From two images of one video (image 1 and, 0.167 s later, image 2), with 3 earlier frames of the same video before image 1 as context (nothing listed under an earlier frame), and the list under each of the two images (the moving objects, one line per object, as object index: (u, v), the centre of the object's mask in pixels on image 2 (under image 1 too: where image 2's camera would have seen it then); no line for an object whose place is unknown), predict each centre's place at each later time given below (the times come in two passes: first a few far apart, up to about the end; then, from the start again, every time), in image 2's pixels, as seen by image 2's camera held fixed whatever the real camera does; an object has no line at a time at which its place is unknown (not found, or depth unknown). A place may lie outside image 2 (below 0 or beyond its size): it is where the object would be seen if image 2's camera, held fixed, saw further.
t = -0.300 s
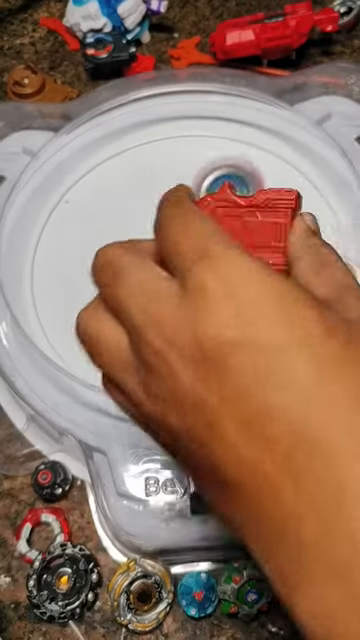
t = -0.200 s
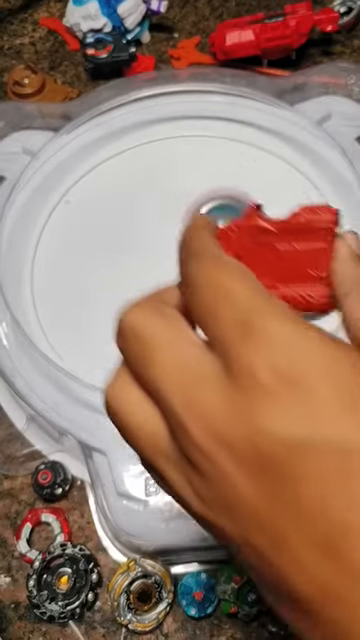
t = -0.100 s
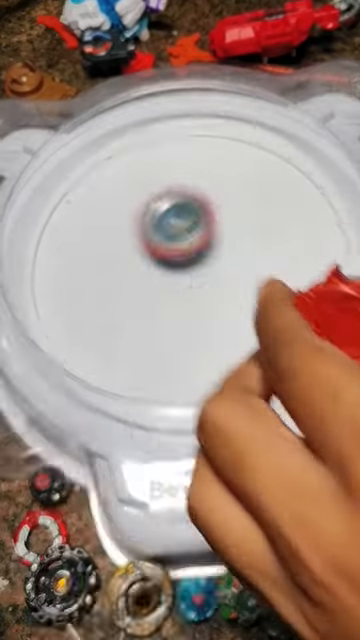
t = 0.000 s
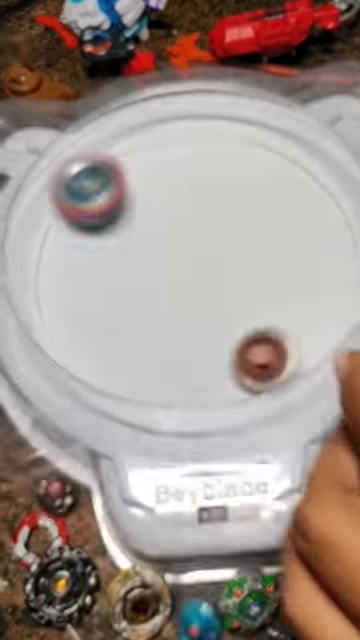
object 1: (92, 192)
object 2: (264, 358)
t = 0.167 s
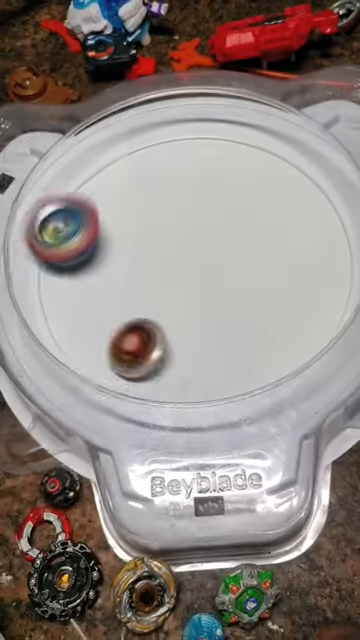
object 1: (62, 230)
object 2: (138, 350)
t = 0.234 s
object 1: (73, 264)
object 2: (107, 333)
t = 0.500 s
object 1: (154, 287)
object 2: (240, 381)
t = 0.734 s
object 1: (218, 289)
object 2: (305, 310)
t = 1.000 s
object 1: (161, 230)
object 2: (191, 356)
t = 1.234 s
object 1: (128, 258)
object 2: (109, 359)
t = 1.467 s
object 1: (169, 248)
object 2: (104, 349)
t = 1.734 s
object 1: (173, 201)
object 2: (133, 342)
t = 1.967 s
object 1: (151, 198)
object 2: (111, 291)
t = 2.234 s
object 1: (177, 225)
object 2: (42, 280)
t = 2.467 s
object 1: (208, 239)
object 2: (93, 318)
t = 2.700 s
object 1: (232, 239)
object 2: (155, 232)
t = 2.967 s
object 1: (247, 259)
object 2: (100, 190)
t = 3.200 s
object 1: (241, 273)
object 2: (127, 266)
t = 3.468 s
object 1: (234, 309)
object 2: (194, 155)
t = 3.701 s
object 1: (234, 327)
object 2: (124, 207)
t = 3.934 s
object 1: (215, 323)
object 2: (207, 264)
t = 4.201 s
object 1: (176, 300)
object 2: (275, 153)
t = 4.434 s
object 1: (146, 275)
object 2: (124, 207)
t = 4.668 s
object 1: (147, 360)
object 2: (159, 167)
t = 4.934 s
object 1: (195, 344)
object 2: (224, 277)
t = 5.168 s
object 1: (162, 310)
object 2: (349, 257)
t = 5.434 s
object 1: (143, 286)
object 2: (341, 203)
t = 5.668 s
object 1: (142, 259)
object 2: (211, 256)
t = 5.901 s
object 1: (87, 226)
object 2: (288, 367)
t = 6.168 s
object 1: (97, 218)
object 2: (240, 296)
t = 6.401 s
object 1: (138, 217)
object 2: (170, 349)
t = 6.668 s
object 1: (198, 221)
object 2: (233, 346)
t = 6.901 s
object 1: (262, 196)
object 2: (132, 291)
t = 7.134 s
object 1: (282, 191)
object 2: (58, 327)
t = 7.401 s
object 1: (280, 224)
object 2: (171, 289)
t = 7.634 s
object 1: (259, 262)
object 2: (135, 176)
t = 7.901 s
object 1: (213, 301)
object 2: (105, 242)
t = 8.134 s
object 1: (168, 314)
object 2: (229, 228)
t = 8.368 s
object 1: (132, 303)
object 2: (216, 143)
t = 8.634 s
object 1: (117, 269)
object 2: (179, 255)
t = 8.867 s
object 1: (108, 247)
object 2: (313, 288)
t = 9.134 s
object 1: (140, 222)
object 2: (274, 223)
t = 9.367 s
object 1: (170, 200)
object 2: (204, 322)
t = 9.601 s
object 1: (200, 196)
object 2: (251, 381)
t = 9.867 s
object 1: (230, 220)
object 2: (220, 296)
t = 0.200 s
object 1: (67, 246)
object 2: (121, 342)
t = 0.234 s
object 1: (73, 264)
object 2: (107, 333)
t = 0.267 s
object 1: (79, 272)
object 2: (100, 338)
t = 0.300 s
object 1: (87, 271)
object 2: (103, 363)
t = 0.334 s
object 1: (95, 272)
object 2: (115, 374)
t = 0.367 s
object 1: (107, 274)
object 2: (137, 377)
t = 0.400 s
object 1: (118, 278)
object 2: (164, 382)
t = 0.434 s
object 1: (130, 281)
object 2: (191, 383)
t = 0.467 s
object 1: (142, 284)
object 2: (214, 378)
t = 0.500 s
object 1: (154, 287)
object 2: (240, 381)
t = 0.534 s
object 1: (166, 291)
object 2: (260, 366)
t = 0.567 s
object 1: (178, 295)
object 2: (278, 360)
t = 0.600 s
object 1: (187, 296)
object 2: (292, 348)
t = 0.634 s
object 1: (195, 297)
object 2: (303, 337)
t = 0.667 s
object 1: (202, 296)
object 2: (309, 327)
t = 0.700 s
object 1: (211, 293)
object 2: (310, 319)
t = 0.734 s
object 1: (218, 289)
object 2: (305, 310)
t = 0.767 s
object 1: (223, 283)
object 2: (294, 305)
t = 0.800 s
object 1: (221, 272)
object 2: (284, 304)
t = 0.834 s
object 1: (212, 260)
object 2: (277, 314)
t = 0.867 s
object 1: (203, 249)
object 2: (265, 322)
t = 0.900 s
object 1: (192, 241)
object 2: (249, 330)
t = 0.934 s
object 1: (182, 236)
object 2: (231, 339)
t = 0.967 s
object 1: (171, 232)
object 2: (211, 348)
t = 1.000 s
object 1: (161, 230)
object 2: (191, 356)
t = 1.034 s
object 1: (151, 231)
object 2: (170, 365)
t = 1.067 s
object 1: (144, 234)
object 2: (151, 371)
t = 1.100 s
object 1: (138, 238)
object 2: (133, 375)
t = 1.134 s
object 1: (131, 243)
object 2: (121, 376)
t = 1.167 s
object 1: (129, 247)
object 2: (114, 372)
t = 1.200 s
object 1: (128, 252)
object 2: (110, 367)
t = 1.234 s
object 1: (128, 258)
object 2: (109, 359)
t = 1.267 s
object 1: (127, 263)
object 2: (111, 349)
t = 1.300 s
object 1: (128, 266)
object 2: (114, 339)
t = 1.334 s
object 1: (132, 268)
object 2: (117, 330)
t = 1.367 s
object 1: (142, 262)
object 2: (110, 330)
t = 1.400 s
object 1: (151, 257)
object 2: (107, 337)
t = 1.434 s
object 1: (160, 253)
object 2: (106, 350)
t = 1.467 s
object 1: (169, 248)
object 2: (104, 349)
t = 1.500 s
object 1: (176, 242)
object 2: (105, 354)
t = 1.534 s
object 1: (181, 237)
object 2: (108, 359)
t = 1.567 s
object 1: (183, 231)
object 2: (110, 357)
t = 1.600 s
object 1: (183, 225)
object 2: (114, 357)
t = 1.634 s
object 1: (181, 219)
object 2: (120, 355)
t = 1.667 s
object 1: (178, 212)
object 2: (125, 351)
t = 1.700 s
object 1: (176, 206)
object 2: (130, 347)
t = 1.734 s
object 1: (173, 201)
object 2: (133, 342)
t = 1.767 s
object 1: (170, 199)
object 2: (135, 335)
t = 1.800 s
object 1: (167, 196)
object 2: (136, 328)
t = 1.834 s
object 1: (164, 194)
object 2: (134, 321)
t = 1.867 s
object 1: (160, 194)
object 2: (131, 313)
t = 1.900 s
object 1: (157, 195)
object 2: (126, 305)
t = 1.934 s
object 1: (153, 196)
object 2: (119, 297)
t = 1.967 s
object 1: (151, 198)
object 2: (111, 291)
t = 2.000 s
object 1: (151, 200)
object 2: (102, 285)
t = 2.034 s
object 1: (152, 204)
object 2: (93, 280)
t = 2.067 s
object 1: (155, 207)
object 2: (84, 276)
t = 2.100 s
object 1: (158, 211)
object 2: (74, 274)
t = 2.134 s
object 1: (162, 214)
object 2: (65, 273)
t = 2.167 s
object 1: (167, 219)
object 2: (57, 273)
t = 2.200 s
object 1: (171, 221)
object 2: (49, 277)
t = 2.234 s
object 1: (177, 225)
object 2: (42, 280)
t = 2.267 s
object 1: (182, 227)
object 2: (45, 286)
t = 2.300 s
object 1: (187, 230)
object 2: (53, 291)
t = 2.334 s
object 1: (192, 233)
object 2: (60, 297)
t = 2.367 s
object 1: (196, 235)
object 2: (67, 303)
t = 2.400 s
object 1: (201, 237)
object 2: (74, 309)
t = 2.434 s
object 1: (205, 238)
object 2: (82, 315)
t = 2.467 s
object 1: (208, 239)
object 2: (93, 318)
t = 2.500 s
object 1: (211, 239)
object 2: (107, 315)
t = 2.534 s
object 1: (214, 238)
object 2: (122, 307)
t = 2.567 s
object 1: (218, 236)
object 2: (134, 296)
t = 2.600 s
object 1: (223, 236)
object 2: (144, 282)
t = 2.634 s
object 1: (226, 236)
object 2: (150, 266)
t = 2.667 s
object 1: (230, 237)
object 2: (154, 249)
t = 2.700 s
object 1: (232, 239)
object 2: (155, 232)
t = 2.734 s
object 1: (234, 241)
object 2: (153, 216)
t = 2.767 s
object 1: (235, 244)
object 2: (148, 201)
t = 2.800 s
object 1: (238, 247)
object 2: (140, 187)
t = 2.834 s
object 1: (240, 249)
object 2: (129, 177)
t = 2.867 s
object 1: (242, 253)
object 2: (118, 168)
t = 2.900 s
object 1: (244, 255)
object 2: (104, 164)
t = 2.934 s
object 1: (246, 257)
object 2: (101, 177)
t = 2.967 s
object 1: (247, 259)
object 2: (100, 190)
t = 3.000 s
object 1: (247, 261)
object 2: (99, 206)
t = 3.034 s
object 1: (246, 263)
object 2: (98, 220)
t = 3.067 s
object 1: (246, 264)
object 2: (97, 233)
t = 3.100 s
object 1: (245, 266)
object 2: (97, 245)
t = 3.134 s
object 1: (244, 268)
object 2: (103, 255)
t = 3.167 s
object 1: (242, 271)
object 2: (113, 262)
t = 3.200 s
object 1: (241, 273)
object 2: (127, 266)
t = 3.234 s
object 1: (240, 274)
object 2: (144, 266)
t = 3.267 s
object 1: (238, 275)
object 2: (161, 264)
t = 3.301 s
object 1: (236, 277)
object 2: (177, 257)
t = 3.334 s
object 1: (235, 280)
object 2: (191, 248)
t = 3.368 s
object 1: (232, 287)
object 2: (200, 226)
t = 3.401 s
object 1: (232, 297)
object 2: (202, 199)
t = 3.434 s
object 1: (232, 304)
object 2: (200, 176)
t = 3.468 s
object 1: (234, 309)
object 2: (194, 155)
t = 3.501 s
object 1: (235, 313)
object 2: (186, 137)
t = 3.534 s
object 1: (236, 316)
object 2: (175, 142)
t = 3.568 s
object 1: (235, 319)
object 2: (164, 154)
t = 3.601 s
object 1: (236, 322)
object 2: (153, 169)
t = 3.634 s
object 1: (235, 325)
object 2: (143, 183)
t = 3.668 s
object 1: (235, 327)
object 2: (132, 195)
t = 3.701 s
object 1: (234, 327)
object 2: (124, 207)
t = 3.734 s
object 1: (233, 328)
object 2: (121, 219)
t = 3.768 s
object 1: (230, 327)
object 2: (124, 232)
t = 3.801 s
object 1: (228, 327)
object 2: (133, 243)
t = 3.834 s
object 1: (225, 326)
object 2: (147, 254)
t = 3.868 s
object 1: (222, 326)
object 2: (164, 261)
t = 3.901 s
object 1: (219, 325)
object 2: (185, 265)
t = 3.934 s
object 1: (215, 323)
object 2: (207, 264)
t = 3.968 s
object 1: (211, 321)
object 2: (228, 259)
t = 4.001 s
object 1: (206, 318)
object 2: (248, 251)
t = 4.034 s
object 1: (202, 316)
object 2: (265, 239)
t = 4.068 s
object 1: (197, 313)
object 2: (278, 223)
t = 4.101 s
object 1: (192, 310)
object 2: (286, 206)
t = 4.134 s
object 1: (186, 307)
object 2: (290, 187)
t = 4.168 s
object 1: (182, 304)
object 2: (288, 168)
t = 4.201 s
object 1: (176, 300)
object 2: (275, 153)
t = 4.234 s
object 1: (172, 297)
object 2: (252, 154)
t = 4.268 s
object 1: (167, 293)
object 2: (228, 154)
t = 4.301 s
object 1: (163, 289)
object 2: (204, 154)
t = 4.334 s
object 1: (158, 286)
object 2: (179, 159)
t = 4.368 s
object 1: (154, 282)
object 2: (156, 169)
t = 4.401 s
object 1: (151, 279)
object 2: (138, 187)
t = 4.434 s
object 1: (146, 275)
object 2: (124, 207)
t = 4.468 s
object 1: (144, 275)
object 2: (117, 228)
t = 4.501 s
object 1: (137, 287)
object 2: (120, 219)
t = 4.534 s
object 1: (136, 312)
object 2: (126, 200)
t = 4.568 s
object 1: (135, 330)
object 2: (133, 185)
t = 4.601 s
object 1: (137, 343)
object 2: (141, 177)
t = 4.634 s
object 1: (141, 354)
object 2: (149, 168)
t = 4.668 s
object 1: (147, 360)
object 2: (159, 167)
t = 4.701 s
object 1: (153, 362)
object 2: (168, 169)
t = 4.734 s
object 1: (160, 362)
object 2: (178, 177)
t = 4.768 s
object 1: (167, 362)
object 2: (185, 188)
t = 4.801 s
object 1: (174, 362)
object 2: (193, 203)
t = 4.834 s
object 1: (179, 359)
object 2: (198, 222)
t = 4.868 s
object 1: (185, 354)
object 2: (203, 241)
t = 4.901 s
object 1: (190, 349)
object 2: (212, 260)
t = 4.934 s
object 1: (195, 344)
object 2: (224, 277)
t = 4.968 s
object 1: (199, 338)
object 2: (239, 292)
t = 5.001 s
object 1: (203, 330)
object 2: (258, 303)
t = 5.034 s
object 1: (192, 326)
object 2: (292, 301)
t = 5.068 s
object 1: (181, 322)
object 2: (329, 293)
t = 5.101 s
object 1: (174, 317)
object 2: (342, 279)
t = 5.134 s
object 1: (167, 314)
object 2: (345, 270)
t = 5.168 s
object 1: (162, 310)
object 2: (349, 257)
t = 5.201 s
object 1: (159, 307)
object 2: (350, 248)
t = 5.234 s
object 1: (156, 305)
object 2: (352, 237)
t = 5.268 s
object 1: (153, 303)
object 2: (352, 229)
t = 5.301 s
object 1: (150, 300)
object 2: (351, 221)
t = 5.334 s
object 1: (148, 297)
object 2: (350, 214)
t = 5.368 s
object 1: (146, 294)
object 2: (348, 208)
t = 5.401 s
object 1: (145, 291)
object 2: (345, 204)
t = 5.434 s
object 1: (143, 286)
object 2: (341, 203)
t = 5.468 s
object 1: (142, 282)
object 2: (334, 204)
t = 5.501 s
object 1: (141, 278)
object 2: (319, 209)
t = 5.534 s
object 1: (140, 275)
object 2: (299, 211)
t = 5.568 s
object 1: (140, 271)
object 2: (274, 218)
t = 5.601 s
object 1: (140, 267)
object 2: (251, 228)
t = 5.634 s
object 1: (141, 262)
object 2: (230, 241)
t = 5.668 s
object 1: (142, 259)
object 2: (211, 256)
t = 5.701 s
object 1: (134, 252)
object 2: (208, 275)
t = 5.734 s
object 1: (118, 244)
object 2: (224, 296)
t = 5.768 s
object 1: (105, 238)
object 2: (240, 317)
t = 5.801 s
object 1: (98, 234)
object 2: (252, 335)
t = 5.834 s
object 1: (92, 230)
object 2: (262, 349)
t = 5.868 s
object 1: (89, 228)
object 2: (273, 356)
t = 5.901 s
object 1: (87, 226)
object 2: (288, 367)
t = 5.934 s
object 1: (86, 225)
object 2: (289, 356)
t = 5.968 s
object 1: (86, 223)
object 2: (286, 344)
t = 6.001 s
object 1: (86, 222)
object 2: (282, 333)
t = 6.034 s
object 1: (87, 220)
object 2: (277, 320)
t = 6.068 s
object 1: (89, 219)
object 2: (271, 310)
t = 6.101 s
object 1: (91, 219)
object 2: (263, 302)
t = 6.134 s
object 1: (94, 219)
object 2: (252, 297)
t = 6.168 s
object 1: (97, 218)
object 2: (240, 296)
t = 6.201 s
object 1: (101, 218)
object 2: (227, 297)
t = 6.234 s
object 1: (106, 217)
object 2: (213, 302)
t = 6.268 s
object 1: (111, 216)
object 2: (201, 309)
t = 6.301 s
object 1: (117, 217)
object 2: (189, 318)
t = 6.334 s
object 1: (124, 217)
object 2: (179, 328)
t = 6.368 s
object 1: (131, 217)
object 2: (173, 339)
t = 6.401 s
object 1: (138, 217)
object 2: (170, 349)
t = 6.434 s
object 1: (145, 217)
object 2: (170, 358)
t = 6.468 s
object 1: (153, 218)
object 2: (173, 368)
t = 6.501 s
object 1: (160, 218)
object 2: (180, 374)
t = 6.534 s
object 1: (168, 218)
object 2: (192, 376)
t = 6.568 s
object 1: (175, 219)
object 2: (205, 376)
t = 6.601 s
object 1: (183, 219)
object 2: (218, 371)
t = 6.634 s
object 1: (190, 220)
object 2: (228, 362)
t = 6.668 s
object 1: (198, 221)
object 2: (233, 346)
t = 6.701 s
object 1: (206, 222)
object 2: (234, 330)
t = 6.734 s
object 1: (213, 224)
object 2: (230, 313)
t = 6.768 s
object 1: (220, 224)
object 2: (220, 298)
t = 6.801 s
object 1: (230, 221)
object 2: (202, 290)
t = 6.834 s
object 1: (243, 211)
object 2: (178, 292)
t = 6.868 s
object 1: (255, 203)
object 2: (153, 292)
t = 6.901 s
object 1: (262, 196)
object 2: (132, 291)
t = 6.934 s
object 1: (268, 191)
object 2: (112, 290)
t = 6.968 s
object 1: (272, 189)
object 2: (97, 291)
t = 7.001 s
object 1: (275, 188)
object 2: (83, 294)
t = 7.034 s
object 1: (278, 187)
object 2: (70, 300)
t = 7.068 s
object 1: (280, 188)
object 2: (61, 309)
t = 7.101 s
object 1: (281, 190)
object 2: (56, 318)
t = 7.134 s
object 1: (282, 191)
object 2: (58, 327)
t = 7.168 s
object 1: (283, 194)
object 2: (66, 335)
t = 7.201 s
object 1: (283, 197)
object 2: (78, 341)
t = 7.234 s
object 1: (284, 201)
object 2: (94, 344)
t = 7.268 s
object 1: (283, 206)
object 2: (112, 342)
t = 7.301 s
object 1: (283, 210)
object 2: (131, 335)
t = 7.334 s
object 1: (282, 215)
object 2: (148, 323)
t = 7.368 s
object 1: (281, 220)
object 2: (162, 307)
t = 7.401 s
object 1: (280, 224)
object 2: (171, 289)
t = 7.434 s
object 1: (278, 230)
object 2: (177, 270)
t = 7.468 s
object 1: (276, 235)
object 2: (178, 251)
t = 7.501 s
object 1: (273, 240)
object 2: (176, 233)
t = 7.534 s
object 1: (270, 245)
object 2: (170, 215)
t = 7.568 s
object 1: (267, 251)
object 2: (161, 199)
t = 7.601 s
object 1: (263, 256)
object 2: (149, 186)
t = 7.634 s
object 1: (259, 262)
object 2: (135, 176)
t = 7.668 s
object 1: (254, 267)
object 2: (119, 168)
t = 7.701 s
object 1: (249, 273)
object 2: (103, 167)
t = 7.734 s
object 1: (244, 279)
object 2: (96, 180)
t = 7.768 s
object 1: (238, 284)
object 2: (91, 192)
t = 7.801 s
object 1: (232, 289)
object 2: (88, 205)
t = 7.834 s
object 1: (226, 293)
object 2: (88, 218)
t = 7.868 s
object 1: (220, 298)
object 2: (93, 230)
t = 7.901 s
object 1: (213, 301)
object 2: (105, 242)
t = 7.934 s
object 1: (207, 305)
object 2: (120, 251)
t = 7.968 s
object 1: (200, 307)
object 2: (139, 257)
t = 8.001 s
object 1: (194, 310)
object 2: (159, 259)
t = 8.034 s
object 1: (187, 313)
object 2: (179, 256)
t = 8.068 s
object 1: (180, 313)
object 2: (198, 251)
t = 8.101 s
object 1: (174, 314)
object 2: (215, 241)
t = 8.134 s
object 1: (168, 314)
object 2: (229, 228)
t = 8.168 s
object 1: (162, 315)
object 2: (240, 215)
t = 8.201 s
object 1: (155, 314)
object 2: (248, 200)
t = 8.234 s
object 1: (149, 312)
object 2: (250, 184)
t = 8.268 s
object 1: (144, 311)
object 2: (249, 170)
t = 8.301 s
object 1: (140, 308)
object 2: (242, 158)
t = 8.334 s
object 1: (136, 306)
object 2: (230, 147)
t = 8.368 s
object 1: (132, 303)
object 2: (216, 143)
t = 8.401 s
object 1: (129, 299)
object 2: (201, 145)
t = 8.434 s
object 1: (126, 296)
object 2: (186, 154)
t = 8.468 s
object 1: (124, 292)
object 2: (174, 167)
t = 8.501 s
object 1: (122, 287)
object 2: (166, 184)
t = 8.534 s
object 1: (121, 283)
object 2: (163, 202)
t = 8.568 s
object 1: (120, 279)
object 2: (164, 222)
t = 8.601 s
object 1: (119, 274)
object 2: (170, 239)
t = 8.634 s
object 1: (117, 269)
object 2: (179, 255)
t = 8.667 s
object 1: (109, 266)
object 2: (204, 266)
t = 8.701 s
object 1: (105, 263)
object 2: (226, 277)
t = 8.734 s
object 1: (103, 260)
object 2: (245, 287)
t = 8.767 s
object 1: (103, 258)
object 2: (262, 292)
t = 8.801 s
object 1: (104, 254)
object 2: (278, 295)
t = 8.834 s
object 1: (106, 251)
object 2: (295, 293)
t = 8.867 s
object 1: (108, 247)
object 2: (313, 288)
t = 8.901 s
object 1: (111, 244)
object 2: (329, 280)
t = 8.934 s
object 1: (114, 241)
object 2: (337, 269)
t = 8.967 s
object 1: (118, 237)
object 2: (337, 256)
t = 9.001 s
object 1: (121, 234)
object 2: (332, 244)
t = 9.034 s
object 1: (126, 231)
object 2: (323, 234)
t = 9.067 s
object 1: (130, 228)
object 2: (310, 226)
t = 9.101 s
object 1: (135, 225)
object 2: (293, 222)
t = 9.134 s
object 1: (140, 222)
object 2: (274, 223)
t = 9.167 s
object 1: (146, 220)
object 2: (255, 228)
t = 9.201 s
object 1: (152, 218)
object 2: (237, 236)
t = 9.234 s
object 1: (158, 215)
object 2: (220, 247)
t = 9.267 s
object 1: (162, 209)
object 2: (211, 265)
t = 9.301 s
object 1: (163, 203)
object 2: (210, 288)
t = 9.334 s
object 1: (166, 201)
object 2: (206, 307)
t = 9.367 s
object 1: (170, 200)
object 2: (204, 322)
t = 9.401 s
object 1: (174, 198)
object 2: (204, 338)
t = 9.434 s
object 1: (178, 196)
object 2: (206, 352)
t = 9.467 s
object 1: (183, 195)
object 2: (211, 367)
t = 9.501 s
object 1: (187, 194)
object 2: (219, 375)
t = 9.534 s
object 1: (191, 195)
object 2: (231, 385)
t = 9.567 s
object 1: (196, 195)
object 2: (243, 389)
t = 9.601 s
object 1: (200, 196)
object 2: (251, 381)
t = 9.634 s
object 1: (205, 198)
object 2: (258, 373)
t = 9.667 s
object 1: (209, 200)
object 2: (263, 363)
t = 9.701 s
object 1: (213, 203)
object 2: (267, 353)
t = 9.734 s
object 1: (217, 205)
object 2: (265, 340)
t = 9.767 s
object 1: (220, 209)
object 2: (259, 328)
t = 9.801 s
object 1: (224, 213)
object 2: (250, 317)
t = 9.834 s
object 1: (227, 216)
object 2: (237, 305)
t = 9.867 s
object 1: (230, 220)
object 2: (220, 296)
